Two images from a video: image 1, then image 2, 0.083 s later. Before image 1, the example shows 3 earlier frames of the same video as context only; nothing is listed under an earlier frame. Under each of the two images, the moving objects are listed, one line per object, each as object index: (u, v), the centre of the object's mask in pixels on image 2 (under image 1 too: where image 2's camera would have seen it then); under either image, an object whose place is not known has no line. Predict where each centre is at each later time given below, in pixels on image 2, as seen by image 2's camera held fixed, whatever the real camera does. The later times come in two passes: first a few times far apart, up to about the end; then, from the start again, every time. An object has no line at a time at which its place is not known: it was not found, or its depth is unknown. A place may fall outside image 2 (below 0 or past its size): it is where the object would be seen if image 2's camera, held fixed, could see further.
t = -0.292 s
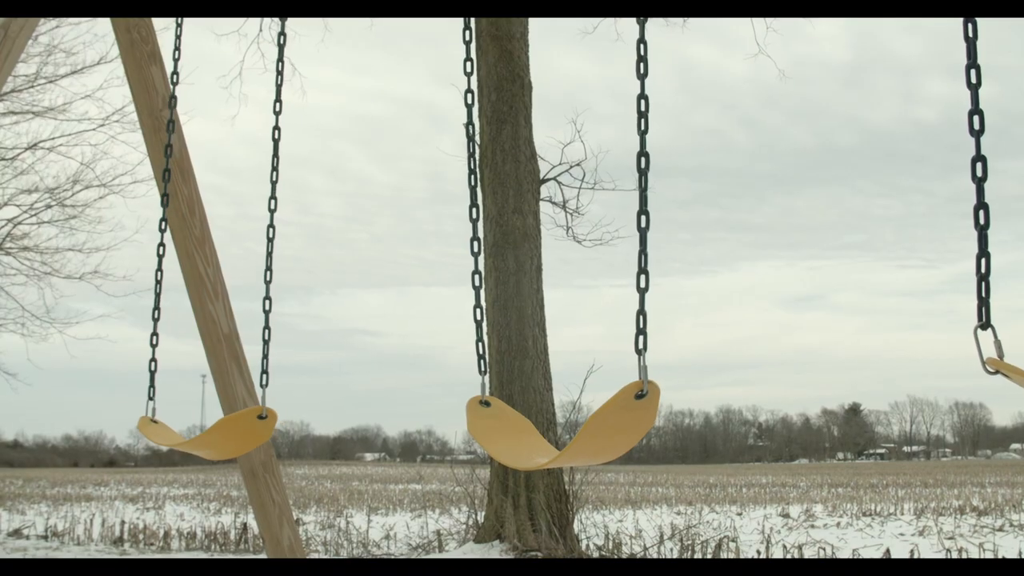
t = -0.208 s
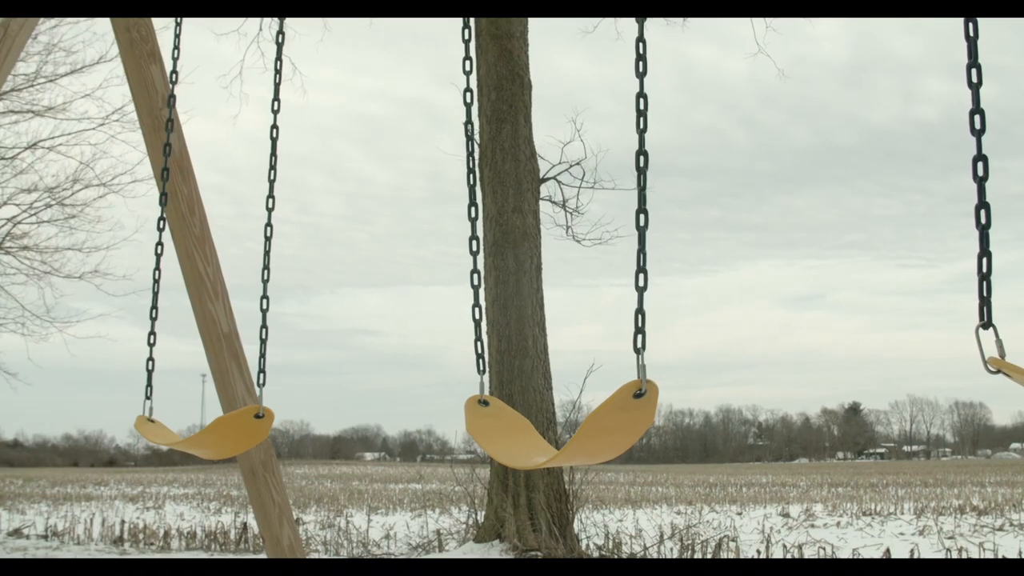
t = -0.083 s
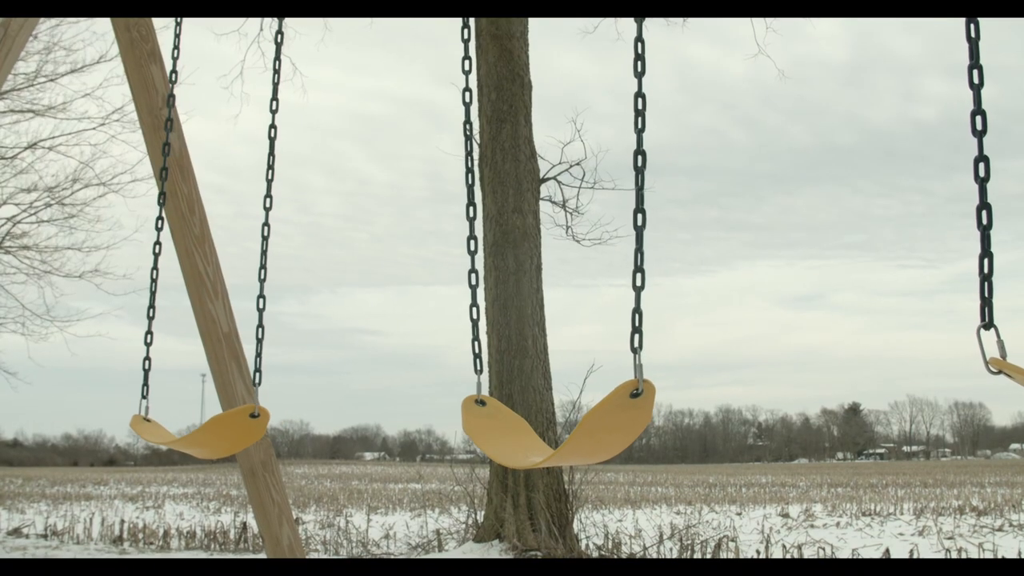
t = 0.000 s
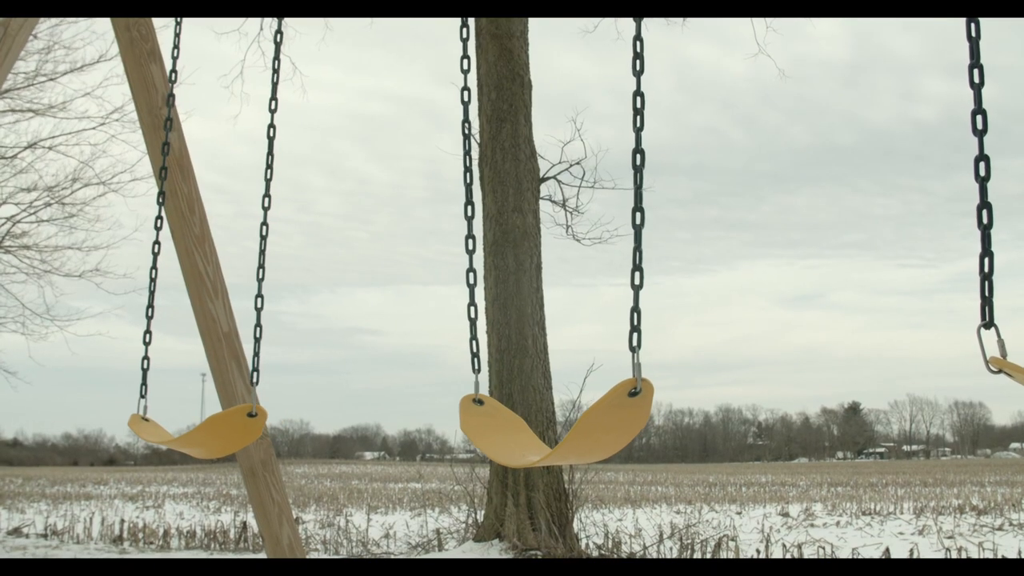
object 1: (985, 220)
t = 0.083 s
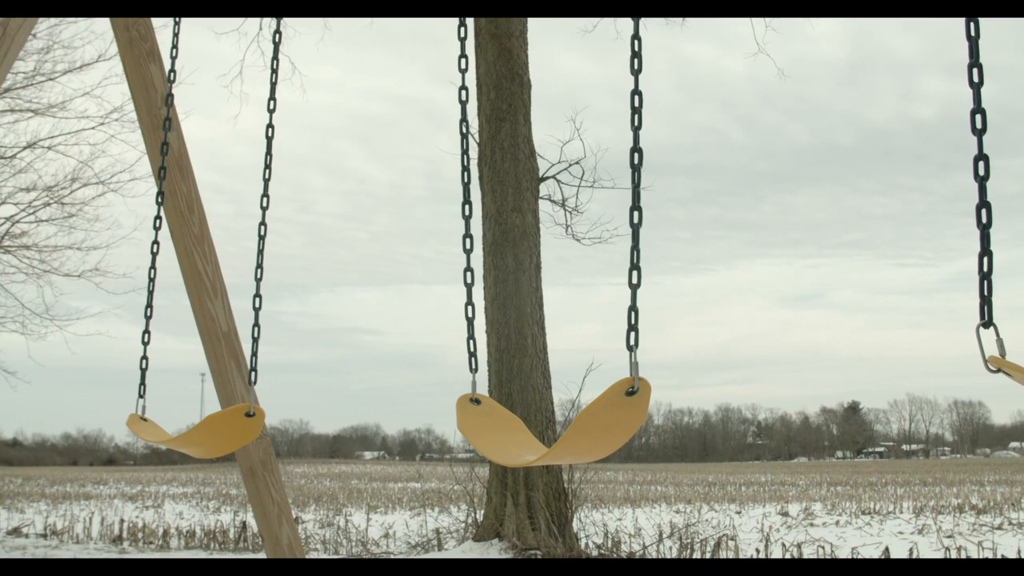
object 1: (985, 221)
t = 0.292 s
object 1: (982, 223)
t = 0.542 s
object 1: (977, 225)
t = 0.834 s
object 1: (971, 231)
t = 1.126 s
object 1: (966, 233)
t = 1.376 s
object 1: (963, 233)
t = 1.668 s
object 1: (965, 235)
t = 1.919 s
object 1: (969, 231)
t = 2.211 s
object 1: (972, 227)
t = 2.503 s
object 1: (972, 228)
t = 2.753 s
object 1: (968, 231)
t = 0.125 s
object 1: (984, 220)
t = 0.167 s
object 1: (984, 221)
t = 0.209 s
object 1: (983, 221)
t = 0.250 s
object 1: (983, 221)
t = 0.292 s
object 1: (982, 223)
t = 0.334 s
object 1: (981, 223)
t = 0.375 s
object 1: (981, 223)
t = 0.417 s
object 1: (980, 224)
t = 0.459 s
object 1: (979, 224)
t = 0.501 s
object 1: (978, 224)
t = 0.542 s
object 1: (977, 225)
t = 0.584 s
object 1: (976, 227)
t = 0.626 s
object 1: (975, 227)
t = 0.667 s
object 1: (974, 228)
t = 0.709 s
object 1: (973, 229)
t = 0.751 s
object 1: (972, 230)
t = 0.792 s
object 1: (972, 230)
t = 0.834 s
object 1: (971, 231)
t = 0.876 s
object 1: (970, 231)
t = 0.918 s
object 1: (970, 232)
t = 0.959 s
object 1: (969, 233)
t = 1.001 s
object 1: (968, 233)
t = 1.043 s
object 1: (967, 233)
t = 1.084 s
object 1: (966, 233)
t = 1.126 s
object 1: (966, 233)
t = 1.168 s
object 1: (965, 233)
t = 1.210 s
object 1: (964, 233)
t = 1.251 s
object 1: (964, 234)
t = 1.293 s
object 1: (963, 233)
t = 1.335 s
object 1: (963, 233)
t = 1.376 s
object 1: (963, 233)
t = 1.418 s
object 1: (963, 233)
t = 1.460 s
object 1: (963, 233)
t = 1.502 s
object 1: (963, 234)
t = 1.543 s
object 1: (963, 233)
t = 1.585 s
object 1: (964, 234)
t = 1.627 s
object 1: (965, 234)
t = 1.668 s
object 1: (965, 235)
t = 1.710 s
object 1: (965, 235)
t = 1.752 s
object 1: (966, 234)
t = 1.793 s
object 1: (966, 233)
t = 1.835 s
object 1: (967, 233)
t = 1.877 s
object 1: (968, 232)
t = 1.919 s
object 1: (969, 231)
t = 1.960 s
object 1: (970, 230)
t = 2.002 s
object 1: (971, 229)
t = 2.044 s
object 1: (972, 229)
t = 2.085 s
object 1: (972, 229)
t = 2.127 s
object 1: (972, 228)
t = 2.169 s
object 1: (972, 227)
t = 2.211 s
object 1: (972, 227)
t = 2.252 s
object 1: (972, 227)
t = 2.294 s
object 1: (973, 226)
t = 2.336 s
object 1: (973, 227)
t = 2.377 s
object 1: (973, 227)
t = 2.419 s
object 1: (973, 228)
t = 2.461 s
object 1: (973, 228)
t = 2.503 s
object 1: (972, 228)
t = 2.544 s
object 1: (972, 229)
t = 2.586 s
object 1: (971, 229)
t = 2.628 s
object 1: (970, 229)
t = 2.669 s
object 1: (970, 230)
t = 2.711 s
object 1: (969, 230)
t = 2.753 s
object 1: (968, 231)
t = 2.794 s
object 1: (967, 232)
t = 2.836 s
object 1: (966, 232)
